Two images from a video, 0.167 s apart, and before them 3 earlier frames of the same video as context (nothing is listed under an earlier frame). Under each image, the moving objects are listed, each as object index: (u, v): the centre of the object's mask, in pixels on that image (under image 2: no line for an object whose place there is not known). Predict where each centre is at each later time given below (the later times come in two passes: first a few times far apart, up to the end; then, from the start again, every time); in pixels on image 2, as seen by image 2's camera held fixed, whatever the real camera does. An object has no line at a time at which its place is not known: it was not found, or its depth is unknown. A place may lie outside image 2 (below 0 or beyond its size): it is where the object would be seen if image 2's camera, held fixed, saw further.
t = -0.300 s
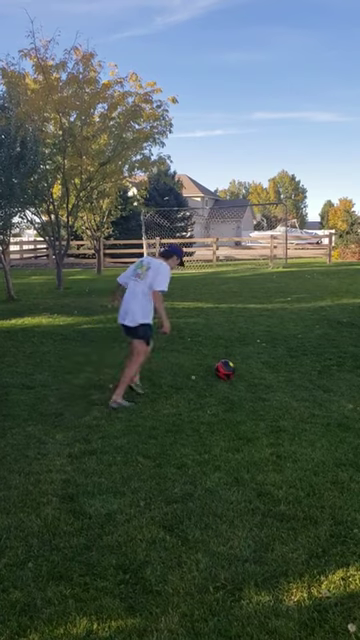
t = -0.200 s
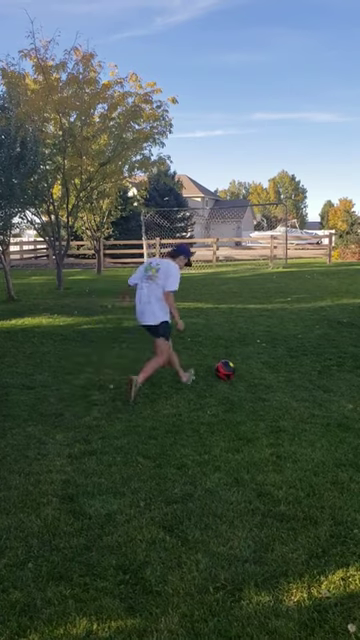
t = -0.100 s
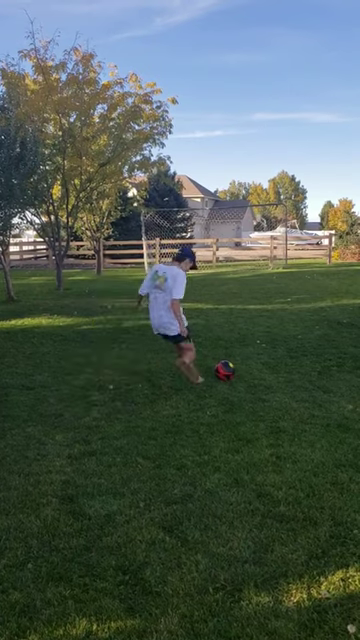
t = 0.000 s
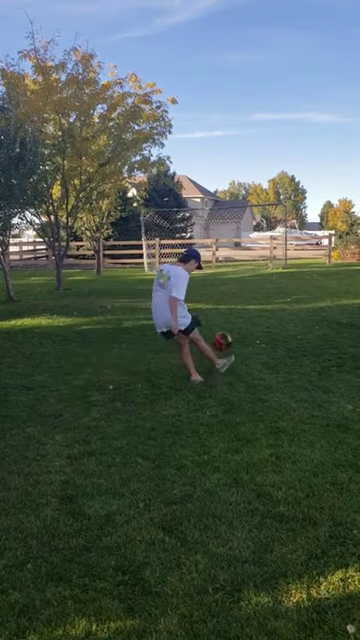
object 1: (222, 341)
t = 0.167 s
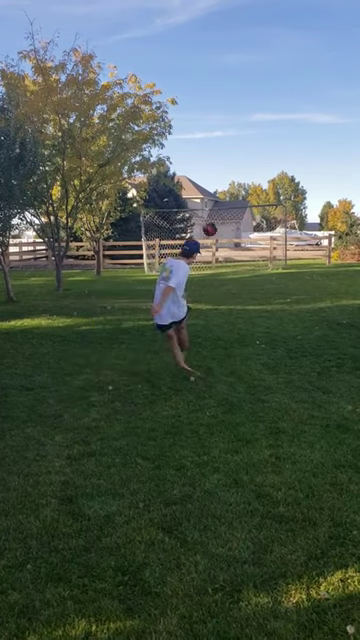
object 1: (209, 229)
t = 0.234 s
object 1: (205, 202)
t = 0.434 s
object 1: (193, 153)
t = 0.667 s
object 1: (180, 134)
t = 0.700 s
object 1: (179, 133)
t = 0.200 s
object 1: (208, 214)
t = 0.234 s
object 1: (205, 202)
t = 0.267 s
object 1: (204, 191)
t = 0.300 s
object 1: (201, 181)
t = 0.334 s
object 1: (199, 172)
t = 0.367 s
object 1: (197, 165)
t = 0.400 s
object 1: (195, 159)
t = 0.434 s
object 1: (193, 153)
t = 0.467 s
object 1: (191, 148)
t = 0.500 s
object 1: (189, 145)
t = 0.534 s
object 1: (188, 141)
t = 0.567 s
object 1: (186, 139)
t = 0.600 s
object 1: (184, 137)
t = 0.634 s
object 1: (182, 135)
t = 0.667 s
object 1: (180, 134)
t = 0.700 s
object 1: (179, 133)
